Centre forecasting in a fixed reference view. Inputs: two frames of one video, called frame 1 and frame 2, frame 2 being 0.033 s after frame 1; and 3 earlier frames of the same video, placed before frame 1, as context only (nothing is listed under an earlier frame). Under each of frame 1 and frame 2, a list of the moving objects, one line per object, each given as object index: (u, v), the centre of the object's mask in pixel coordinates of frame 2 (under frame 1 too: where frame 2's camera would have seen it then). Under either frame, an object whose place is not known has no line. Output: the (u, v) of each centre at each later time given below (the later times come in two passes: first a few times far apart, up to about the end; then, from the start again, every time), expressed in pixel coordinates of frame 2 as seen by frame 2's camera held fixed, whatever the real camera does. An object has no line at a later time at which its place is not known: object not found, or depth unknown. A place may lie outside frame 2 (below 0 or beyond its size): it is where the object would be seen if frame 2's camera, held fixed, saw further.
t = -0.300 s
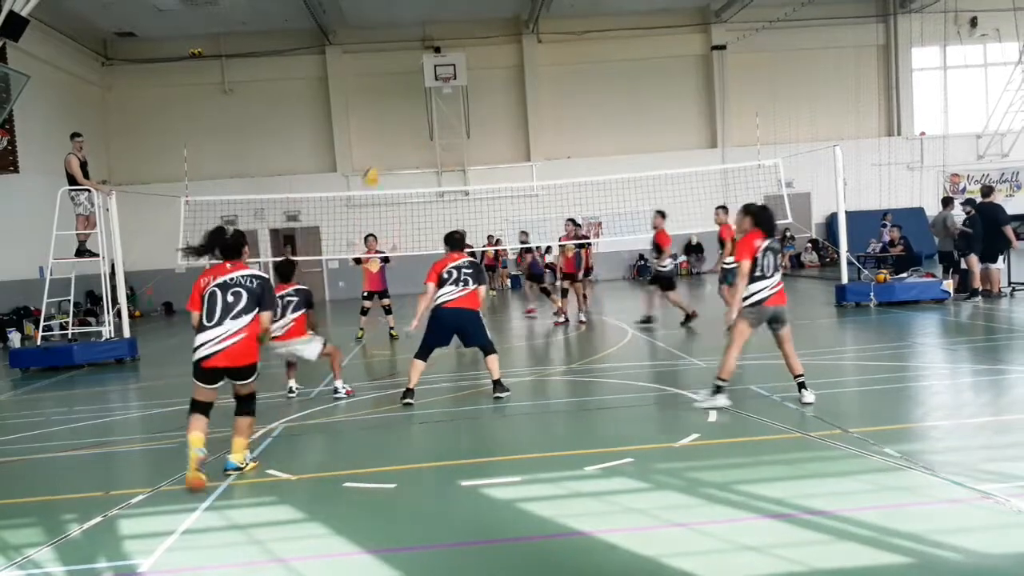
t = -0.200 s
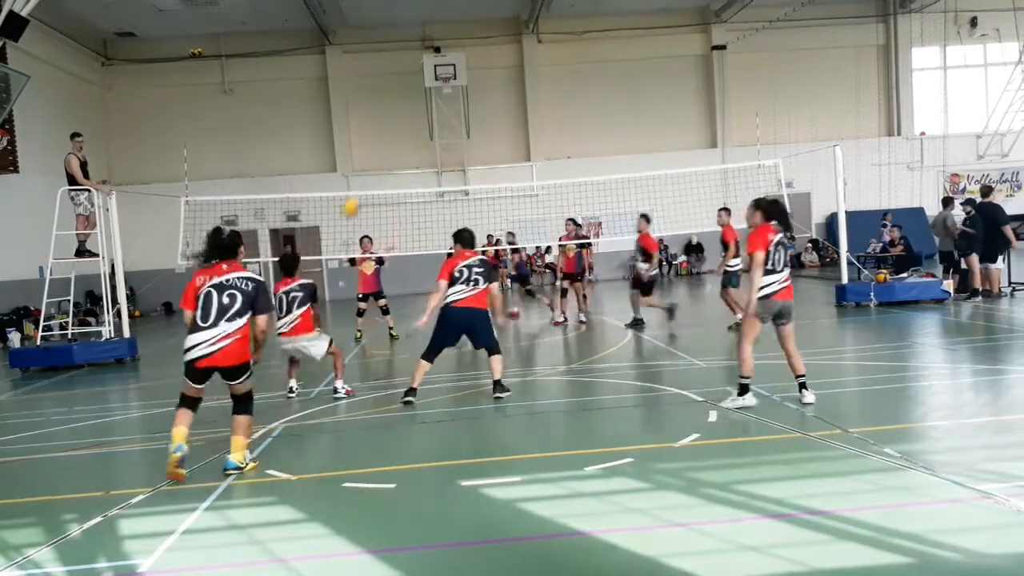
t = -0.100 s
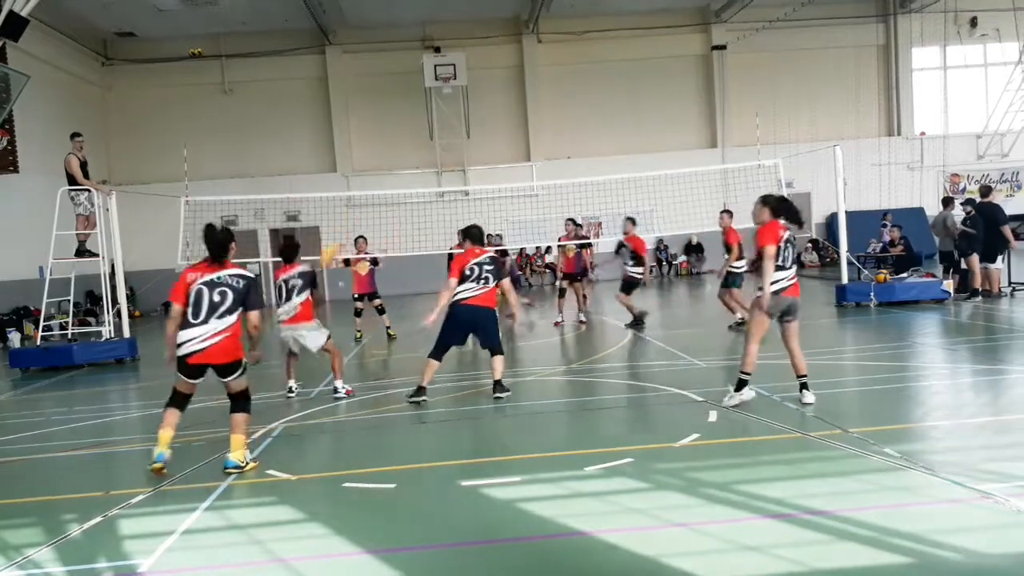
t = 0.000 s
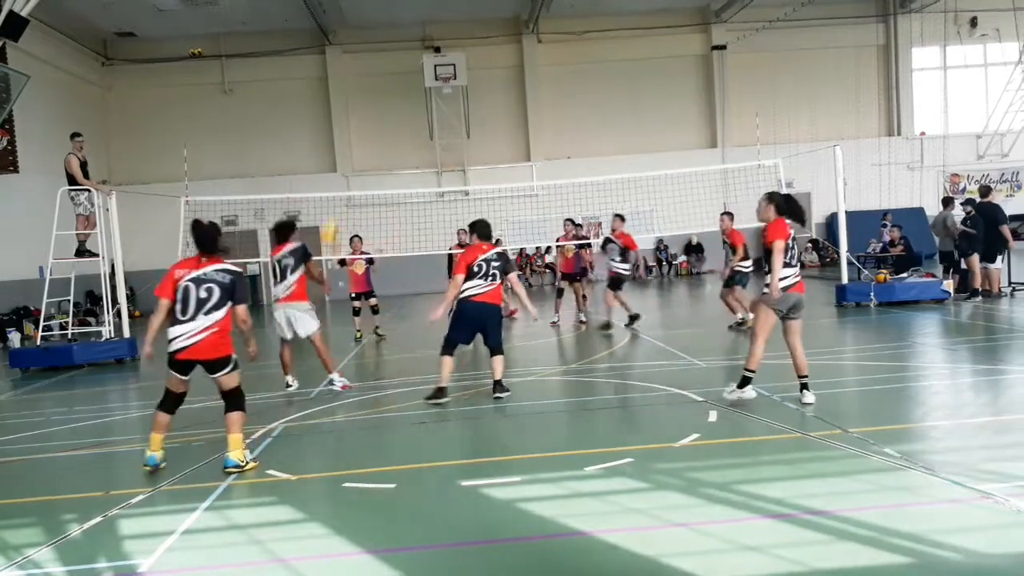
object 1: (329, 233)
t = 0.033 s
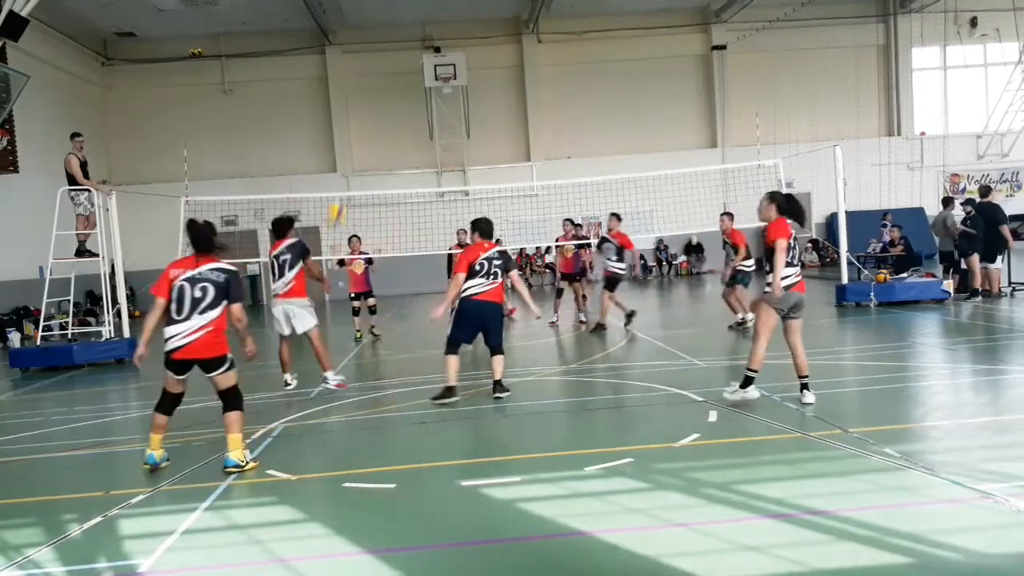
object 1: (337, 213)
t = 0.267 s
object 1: (371, 99)
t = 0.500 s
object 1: (406, 50)
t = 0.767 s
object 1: (445, 52)
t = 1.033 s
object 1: (482, 104)
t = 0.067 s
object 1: (342, 192)
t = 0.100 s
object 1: (348, 174)
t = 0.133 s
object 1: (352, 156)
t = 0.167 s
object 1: (357, 140)
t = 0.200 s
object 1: (362, 125)
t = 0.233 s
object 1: (367, 110)
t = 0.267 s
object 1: (371, 99)
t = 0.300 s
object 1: (377, 84)
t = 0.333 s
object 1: (381, 76)
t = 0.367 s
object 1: (386, 69)
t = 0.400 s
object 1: (390, 62)
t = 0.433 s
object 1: (397, 58)
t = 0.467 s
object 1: (402, 54)
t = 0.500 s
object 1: (406, 50)
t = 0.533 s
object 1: (412, 47)
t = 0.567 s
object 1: (417, 45)
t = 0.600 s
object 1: (422, 44)
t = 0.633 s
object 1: (427, 44)
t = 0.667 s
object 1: (431, 45)
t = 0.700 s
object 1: (436, 47)
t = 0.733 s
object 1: (440, 49)
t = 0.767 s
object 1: (445, 52)
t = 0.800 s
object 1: (449, 55)
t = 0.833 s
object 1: (453, 59)
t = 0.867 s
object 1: (457, 65)
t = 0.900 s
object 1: (465, 72)
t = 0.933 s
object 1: (469, 80)
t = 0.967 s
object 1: (473, 88)
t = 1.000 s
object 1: (478, 95)
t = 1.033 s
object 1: (482, 104)
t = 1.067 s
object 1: (486, 113)
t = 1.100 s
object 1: (491, 122)
